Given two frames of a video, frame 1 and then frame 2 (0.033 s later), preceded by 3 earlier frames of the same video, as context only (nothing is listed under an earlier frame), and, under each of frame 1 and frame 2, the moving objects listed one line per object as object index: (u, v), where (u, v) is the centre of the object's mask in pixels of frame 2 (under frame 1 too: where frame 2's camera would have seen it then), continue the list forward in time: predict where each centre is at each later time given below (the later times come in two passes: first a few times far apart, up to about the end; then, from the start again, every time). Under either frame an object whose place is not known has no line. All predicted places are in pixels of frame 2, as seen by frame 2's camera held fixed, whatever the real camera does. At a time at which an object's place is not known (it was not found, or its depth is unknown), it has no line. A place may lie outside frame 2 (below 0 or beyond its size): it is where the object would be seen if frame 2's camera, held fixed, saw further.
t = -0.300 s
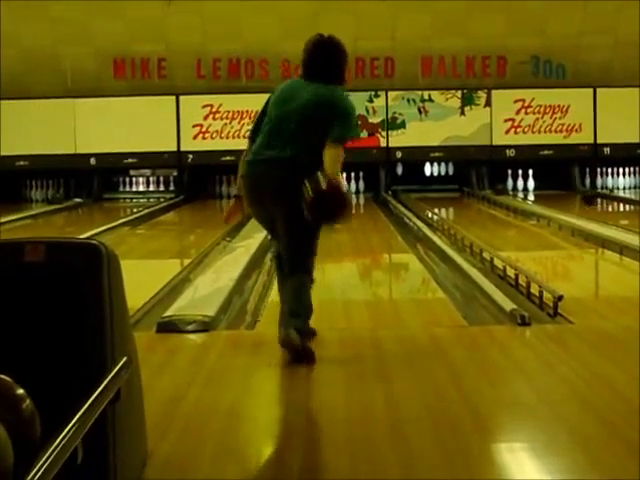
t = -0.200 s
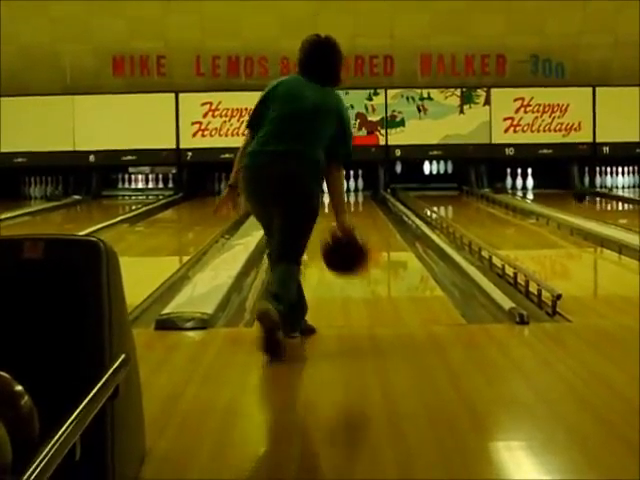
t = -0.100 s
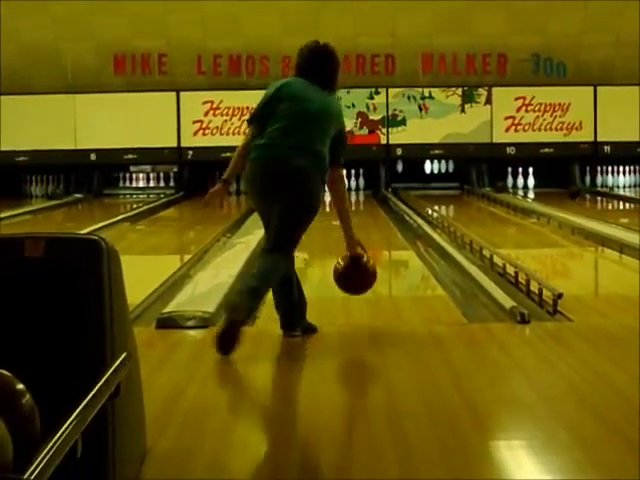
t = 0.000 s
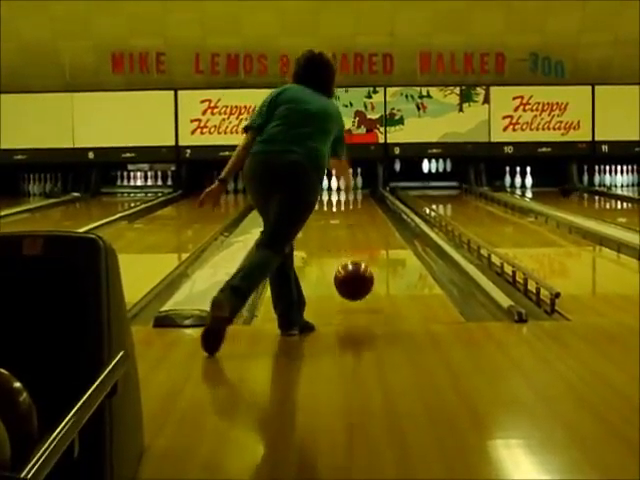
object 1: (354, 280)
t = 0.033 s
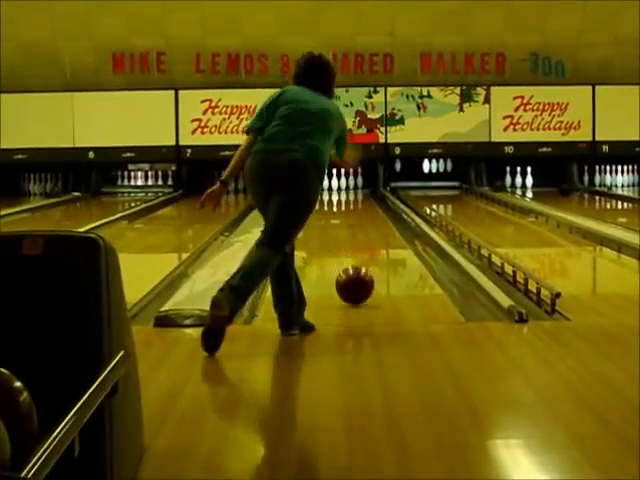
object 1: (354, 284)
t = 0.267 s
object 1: (356, 262)
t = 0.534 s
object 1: (357, 243)
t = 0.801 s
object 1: (358, 229)
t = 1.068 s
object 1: (358, 217)
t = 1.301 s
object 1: (359, 211)
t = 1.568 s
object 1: (360, 204)
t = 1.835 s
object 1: (360, 198)
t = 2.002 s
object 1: (362, 196)
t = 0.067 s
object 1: (355, 280)
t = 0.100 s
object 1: (355, 277)
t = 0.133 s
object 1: (355, 274)
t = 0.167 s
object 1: (355, 271)
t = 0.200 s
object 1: (356, 268)
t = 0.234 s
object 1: (356, 265)
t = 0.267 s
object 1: (356, 262)
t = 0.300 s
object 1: (356, 259)
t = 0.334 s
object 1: (356, 256)
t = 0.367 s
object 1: (356, 254)
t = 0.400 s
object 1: (357, 252)
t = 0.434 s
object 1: (357, 249)
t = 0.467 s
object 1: (357, 247)
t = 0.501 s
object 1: (357, 245)
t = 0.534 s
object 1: (357, 243)
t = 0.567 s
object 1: (357, 241)
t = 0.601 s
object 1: (357, 239)
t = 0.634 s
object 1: (357, 237)
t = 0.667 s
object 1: (357, 236)
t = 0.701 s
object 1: (357, 234)
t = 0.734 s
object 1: (358, 232)
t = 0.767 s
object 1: (357, 231)
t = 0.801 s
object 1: (358, 229)
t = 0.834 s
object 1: (358, 228)
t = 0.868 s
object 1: (358, 226)
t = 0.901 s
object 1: (358, 224)
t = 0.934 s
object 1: (358, 223)
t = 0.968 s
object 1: (358, 222)
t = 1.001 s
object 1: (358, 219)
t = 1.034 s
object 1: (358, 218)
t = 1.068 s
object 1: (358, 217)
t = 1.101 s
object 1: (358, 216)
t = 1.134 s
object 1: (358, 215)
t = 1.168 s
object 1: (358, 214)
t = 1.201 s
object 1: (358, 212)
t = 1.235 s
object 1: (359, 213)
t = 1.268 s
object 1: (360, 212)
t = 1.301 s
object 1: (359, 211)
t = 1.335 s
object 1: (360, 208)
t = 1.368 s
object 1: (359, 208)
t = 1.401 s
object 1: (360, 208)
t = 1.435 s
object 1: (359, 207)
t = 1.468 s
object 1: (359, 206)
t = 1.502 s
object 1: (359, 206)
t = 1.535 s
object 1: (359, 205)
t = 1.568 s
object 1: (360, 204)
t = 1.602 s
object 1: (360, 203)
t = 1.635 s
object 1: (360, 202)
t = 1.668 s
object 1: (359, 201)
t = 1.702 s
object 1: (360, 200)
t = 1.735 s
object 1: (360, 200)
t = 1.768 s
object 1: (360, 200)
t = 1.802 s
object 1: (360, 199)
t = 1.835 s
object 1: (360, 198)
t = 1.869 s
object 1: (360, 197)
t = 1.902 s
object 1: (360, 197)
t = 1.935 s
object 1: (361, 197)
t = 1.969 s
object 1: (361, 196)
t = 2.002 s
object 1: (362, 196)
